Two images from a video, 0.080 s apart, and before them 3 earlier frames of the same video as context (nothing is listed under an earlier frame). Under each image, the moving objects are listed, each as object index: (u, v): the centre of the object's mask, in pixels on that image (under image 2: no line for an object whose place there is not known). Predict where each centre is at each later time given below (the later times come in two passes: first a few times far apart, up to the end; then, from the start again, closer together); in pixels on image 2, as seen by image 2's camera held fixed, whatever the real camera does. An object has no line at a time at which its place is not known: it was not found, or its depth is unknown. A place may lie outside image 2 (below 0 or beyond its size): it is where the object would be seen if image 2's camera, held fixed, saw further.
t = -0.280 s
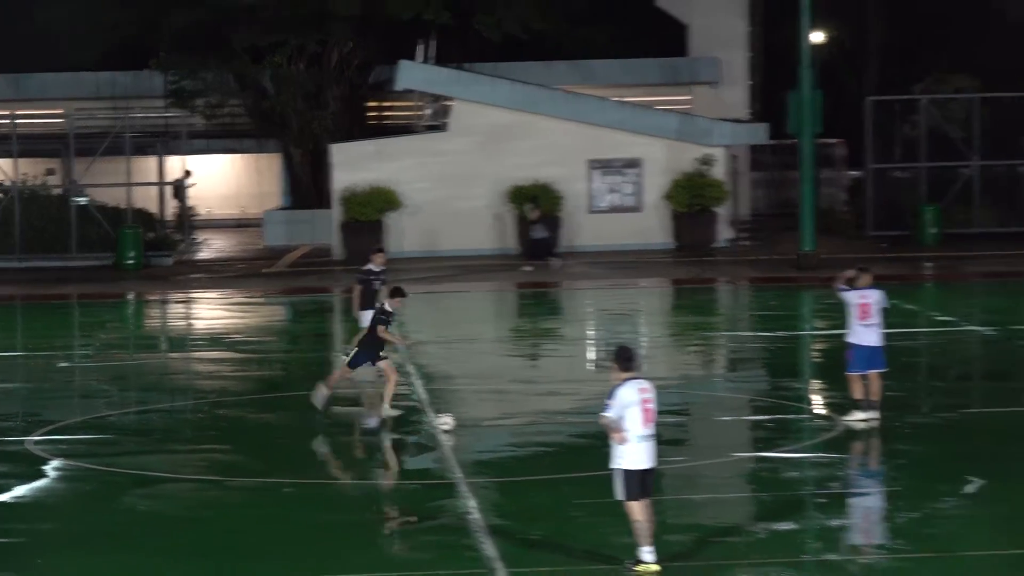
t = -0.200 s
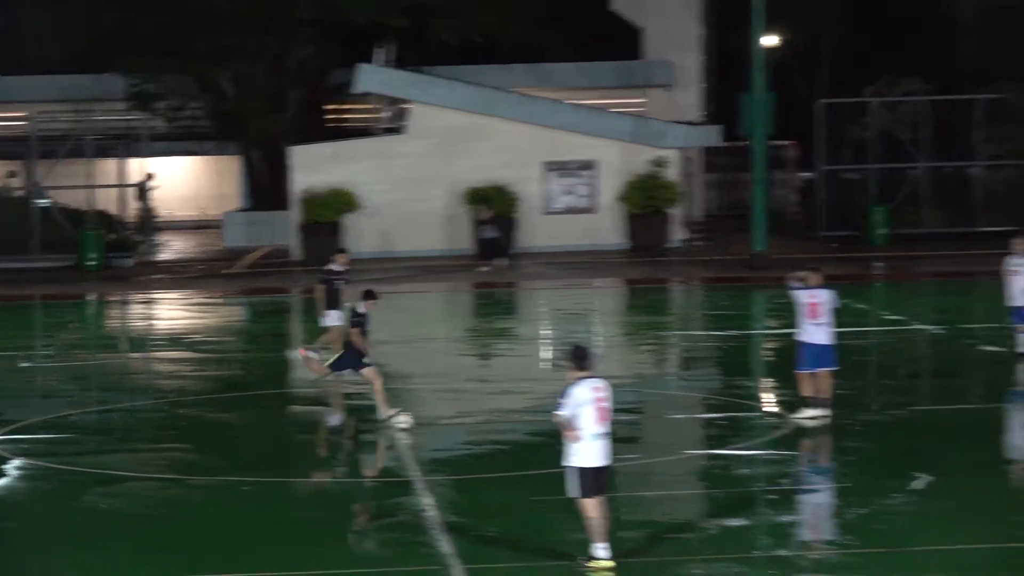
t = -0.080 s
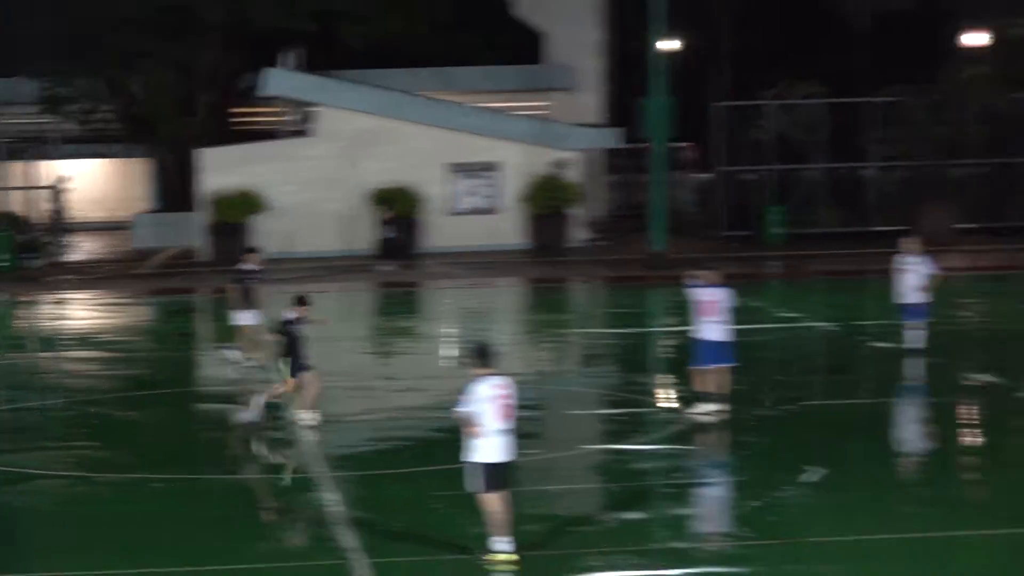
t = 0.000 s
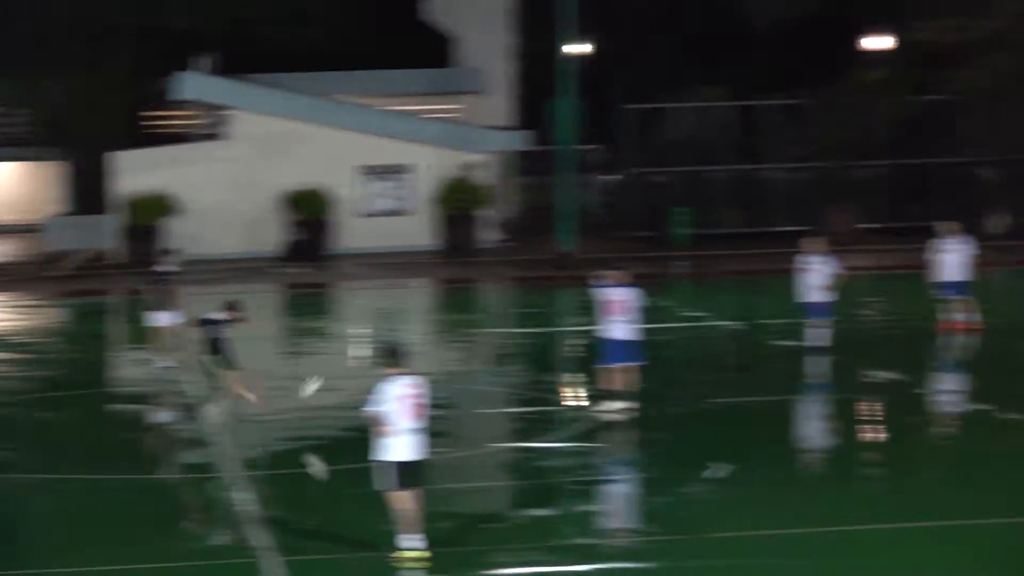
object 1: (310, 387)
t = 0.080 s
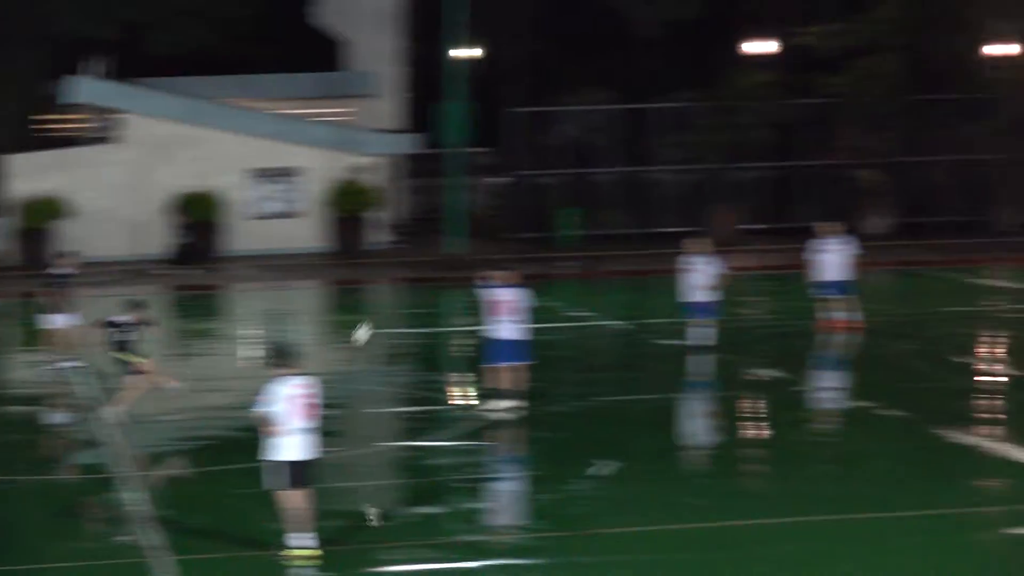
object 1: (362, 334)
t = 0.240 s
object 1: (668, 236)
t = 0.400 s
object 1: (958, 153)
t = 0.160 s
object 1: (519, 281)
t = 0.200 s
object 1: (594, 259)
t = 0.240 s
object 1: (668, 236)
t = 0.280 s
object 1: (742, 215)
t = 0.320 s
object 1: (815, 195)
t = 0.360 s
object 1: (887, 173)
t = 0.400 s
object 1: (958, 153)
